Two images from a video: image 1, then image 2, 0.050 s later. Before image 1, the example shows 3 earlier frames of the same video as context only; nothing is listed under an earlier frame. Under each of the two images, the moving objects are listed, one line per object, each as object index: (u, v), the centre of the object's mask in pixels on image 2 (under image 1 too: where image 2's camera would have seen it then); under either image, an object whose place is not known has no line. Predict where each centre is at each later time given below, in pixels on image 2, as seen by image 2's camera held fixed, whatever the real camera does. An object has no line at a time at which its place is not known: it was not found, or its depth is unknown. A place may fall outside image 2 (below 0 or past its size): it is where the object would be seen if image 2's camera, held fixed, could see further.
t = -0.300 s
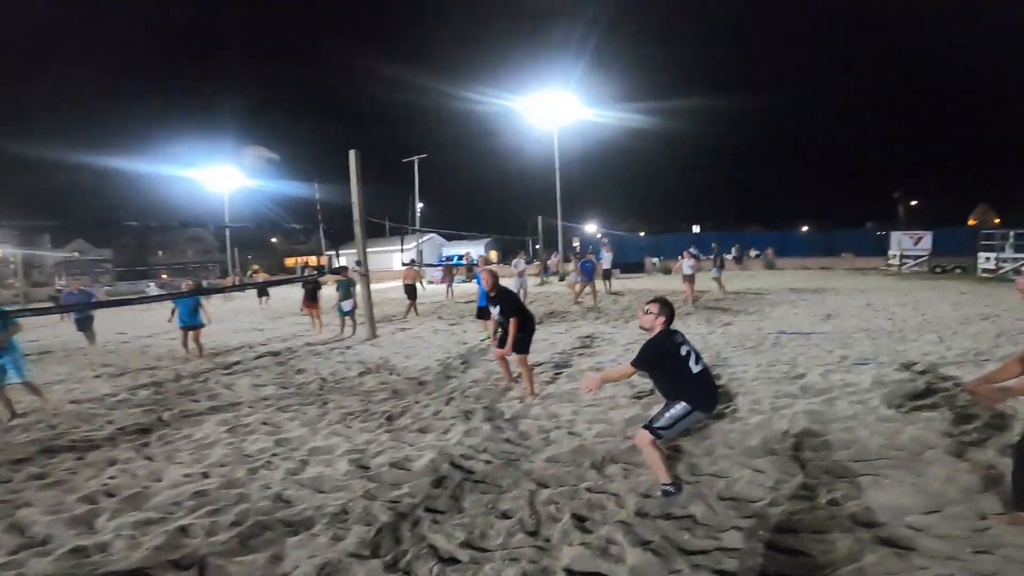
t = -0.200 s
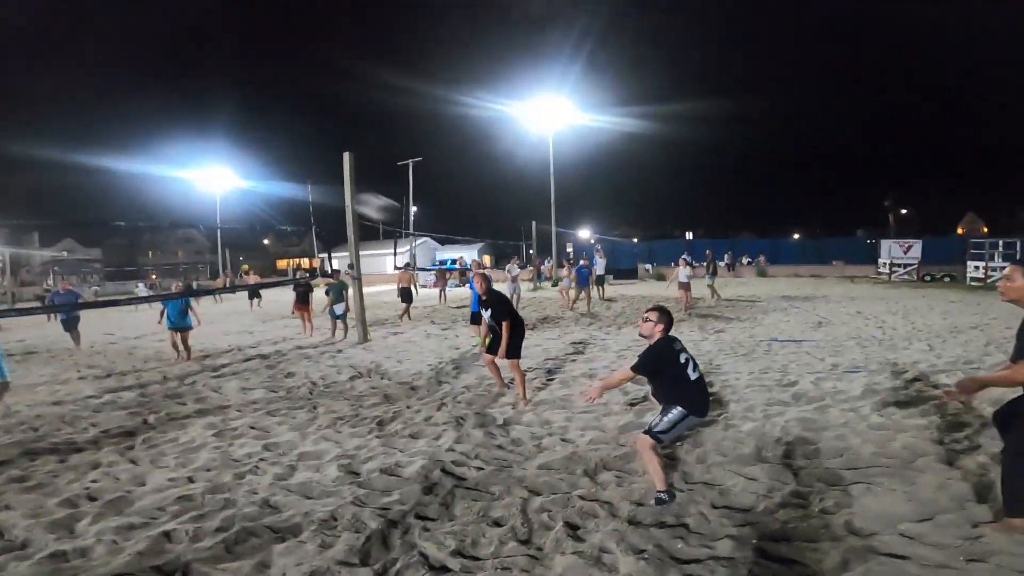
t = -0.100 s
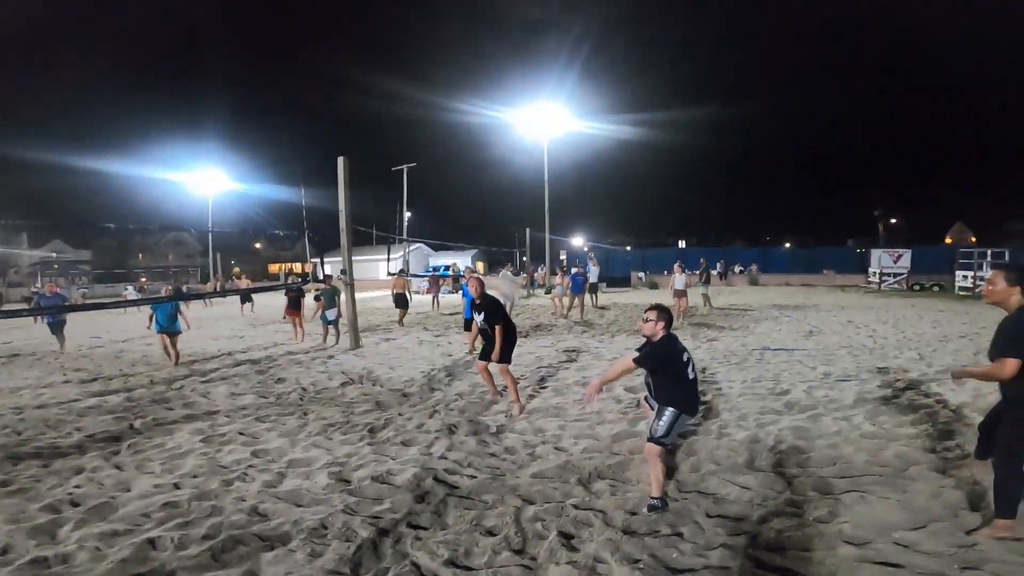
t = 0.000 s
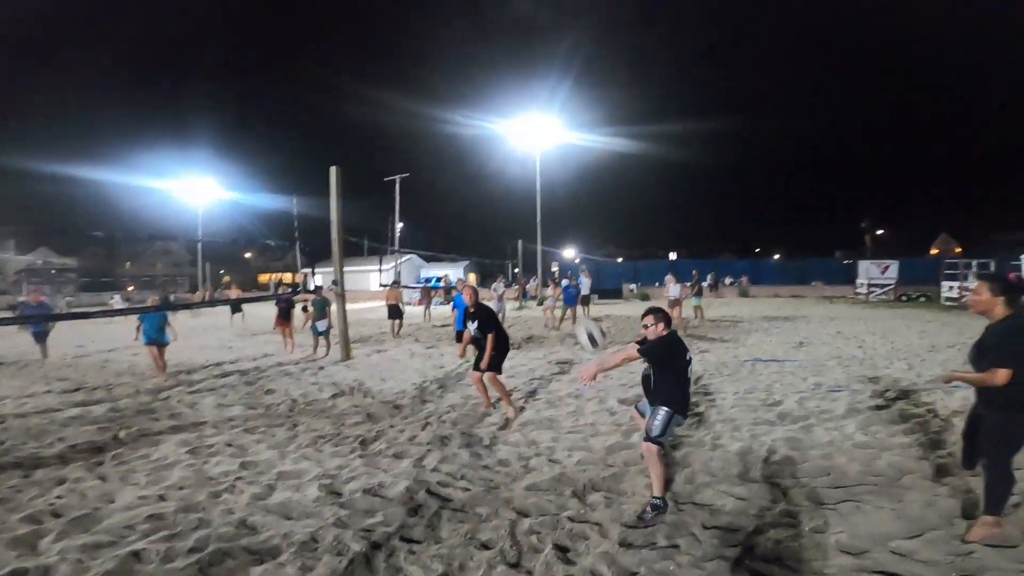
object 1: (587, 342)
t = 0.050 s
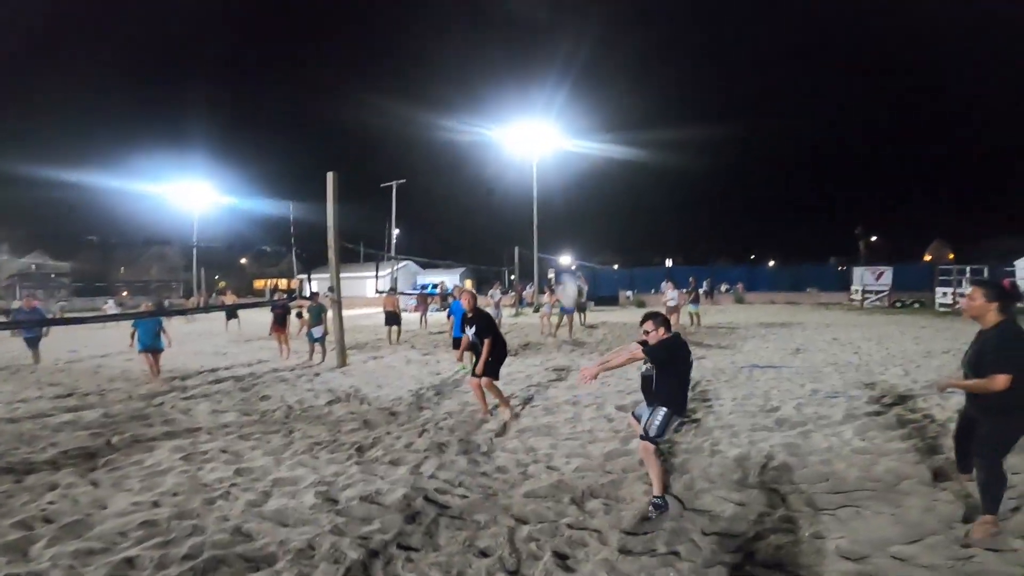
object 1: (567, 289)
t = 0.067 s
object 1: (563, 276)
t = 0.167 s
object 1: (534, 185)
